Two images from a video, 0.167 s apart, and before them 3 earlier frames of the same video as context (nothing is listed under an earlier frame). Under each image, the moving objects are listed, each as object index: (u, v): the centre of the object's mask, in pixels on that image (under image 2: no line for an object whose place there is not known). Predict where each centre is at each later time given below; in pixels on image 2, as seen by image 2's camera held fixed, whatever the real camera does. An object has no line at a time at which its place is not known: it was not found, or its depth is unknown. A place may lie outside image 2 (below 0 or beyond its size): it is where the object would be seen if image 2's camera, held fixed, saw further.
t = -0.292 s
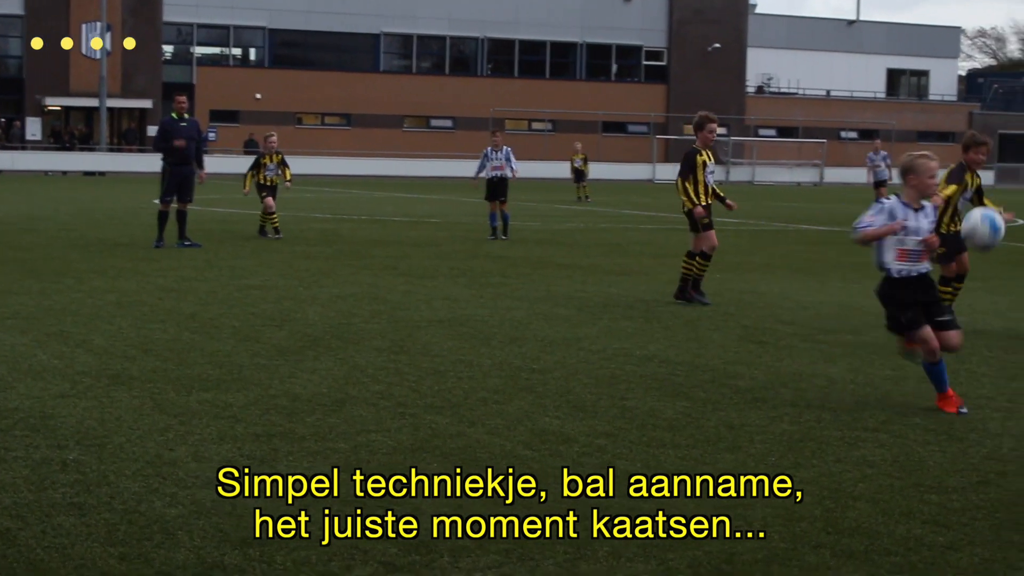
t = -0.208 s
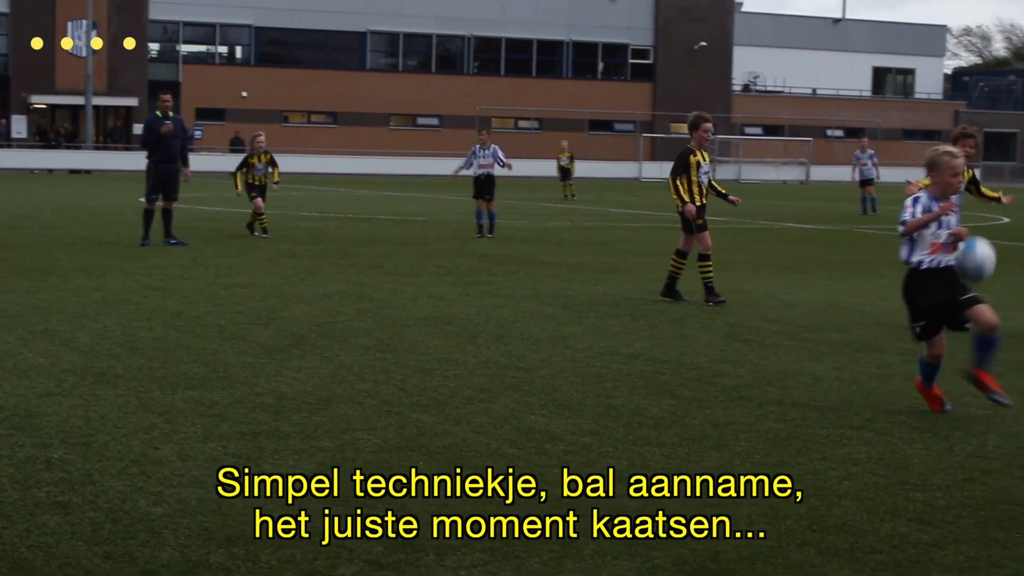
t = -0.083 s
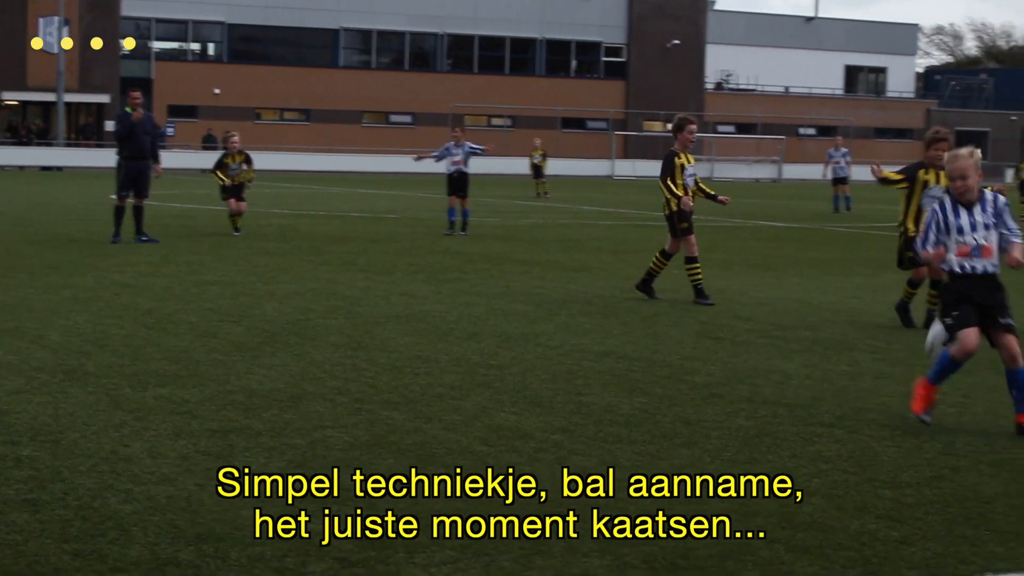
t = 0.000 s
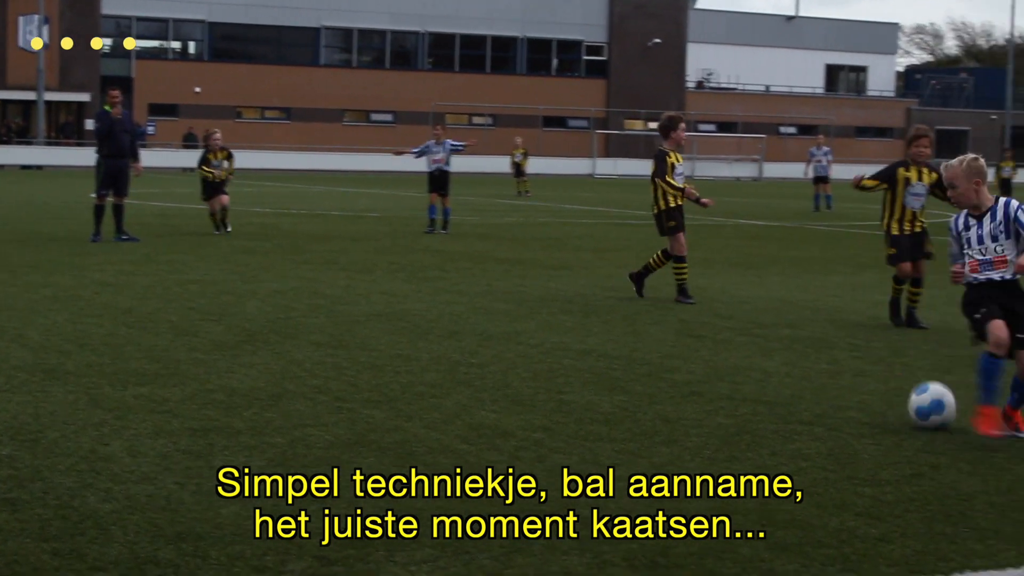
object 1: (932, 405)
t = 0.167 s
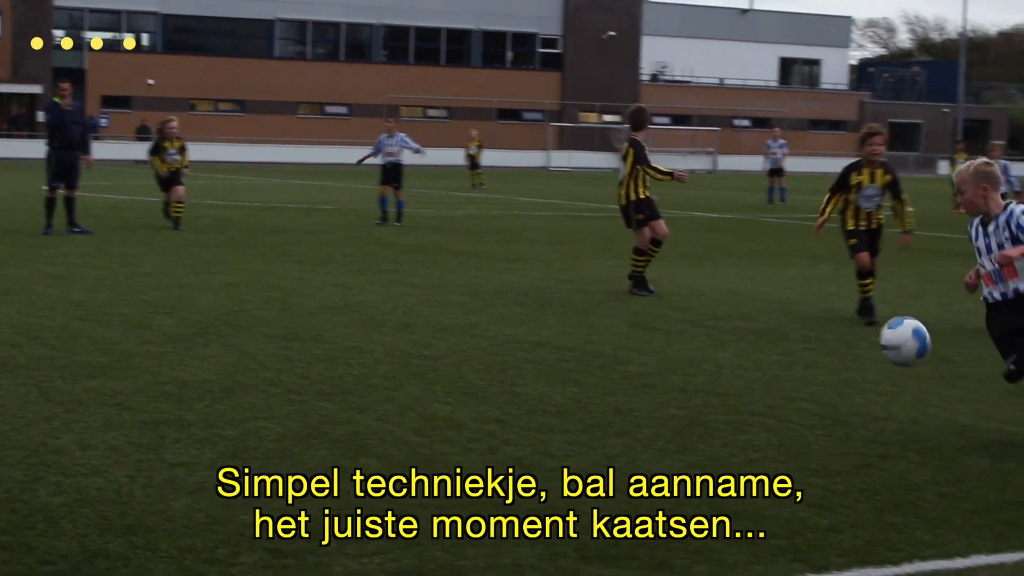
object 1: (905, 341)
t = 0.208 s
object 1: (910, 335)
